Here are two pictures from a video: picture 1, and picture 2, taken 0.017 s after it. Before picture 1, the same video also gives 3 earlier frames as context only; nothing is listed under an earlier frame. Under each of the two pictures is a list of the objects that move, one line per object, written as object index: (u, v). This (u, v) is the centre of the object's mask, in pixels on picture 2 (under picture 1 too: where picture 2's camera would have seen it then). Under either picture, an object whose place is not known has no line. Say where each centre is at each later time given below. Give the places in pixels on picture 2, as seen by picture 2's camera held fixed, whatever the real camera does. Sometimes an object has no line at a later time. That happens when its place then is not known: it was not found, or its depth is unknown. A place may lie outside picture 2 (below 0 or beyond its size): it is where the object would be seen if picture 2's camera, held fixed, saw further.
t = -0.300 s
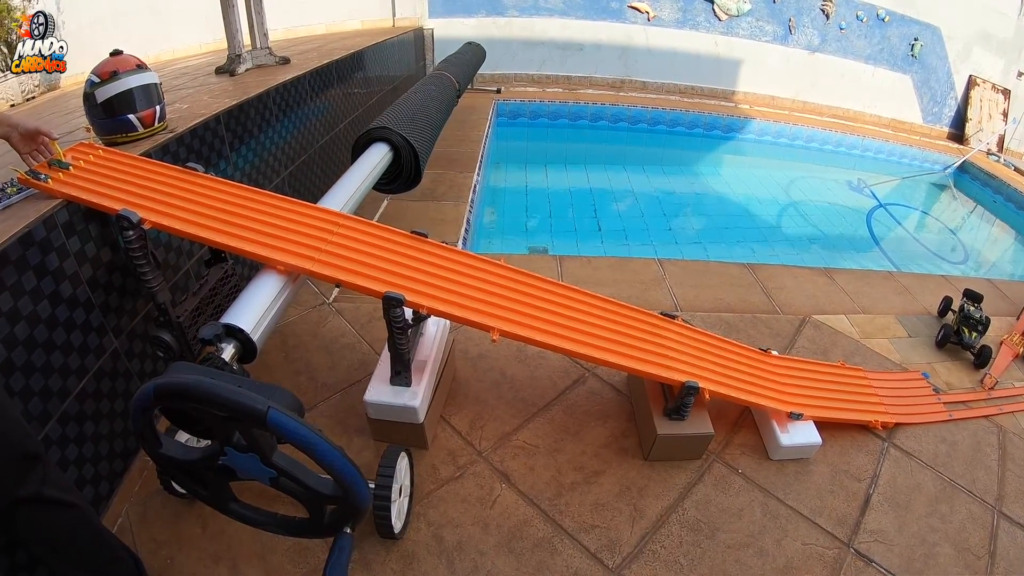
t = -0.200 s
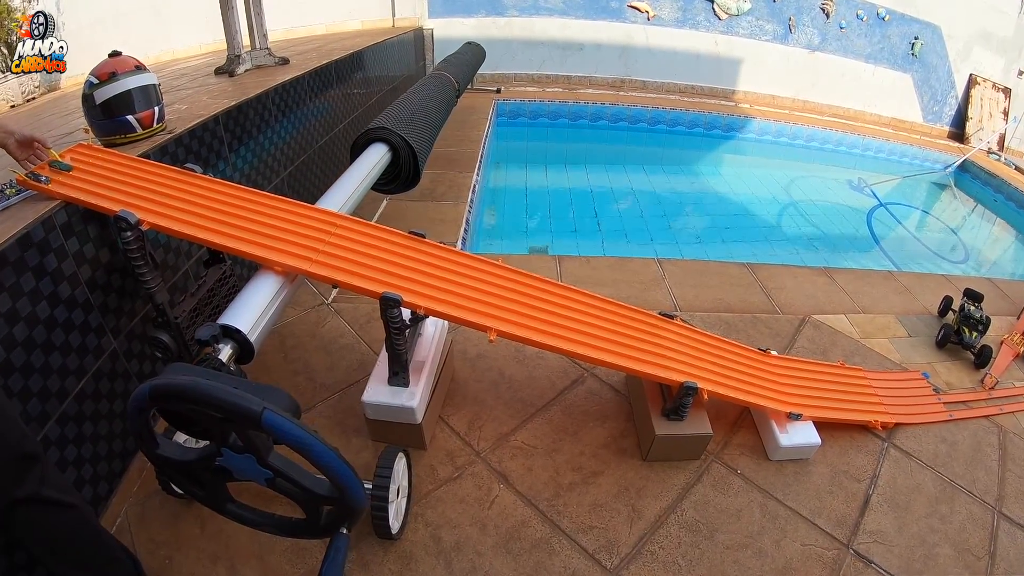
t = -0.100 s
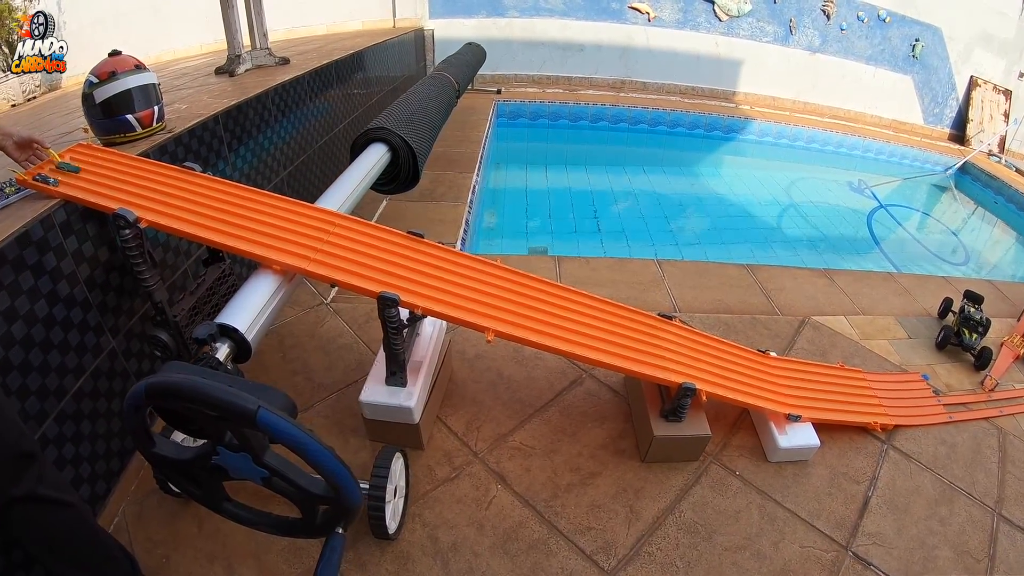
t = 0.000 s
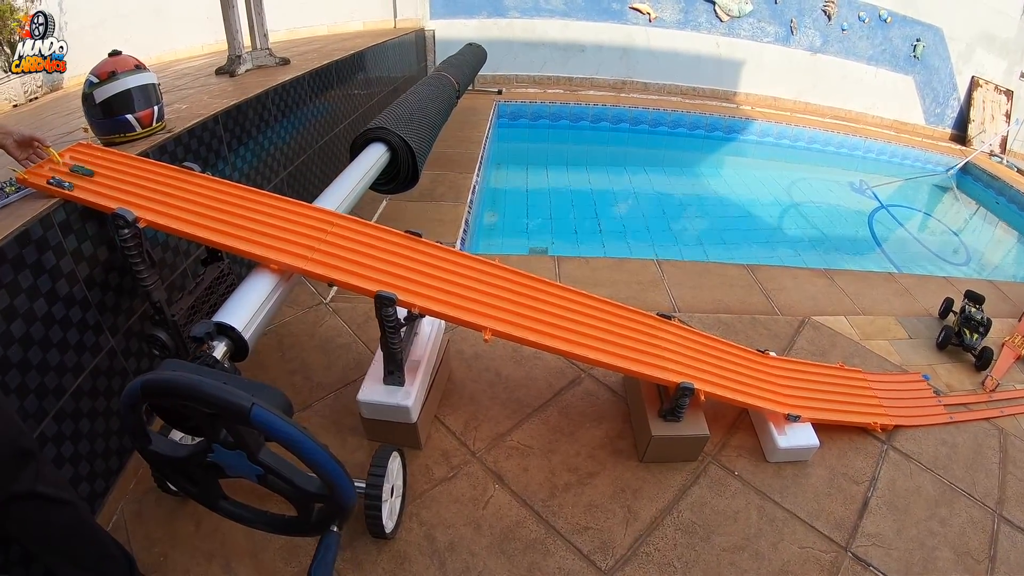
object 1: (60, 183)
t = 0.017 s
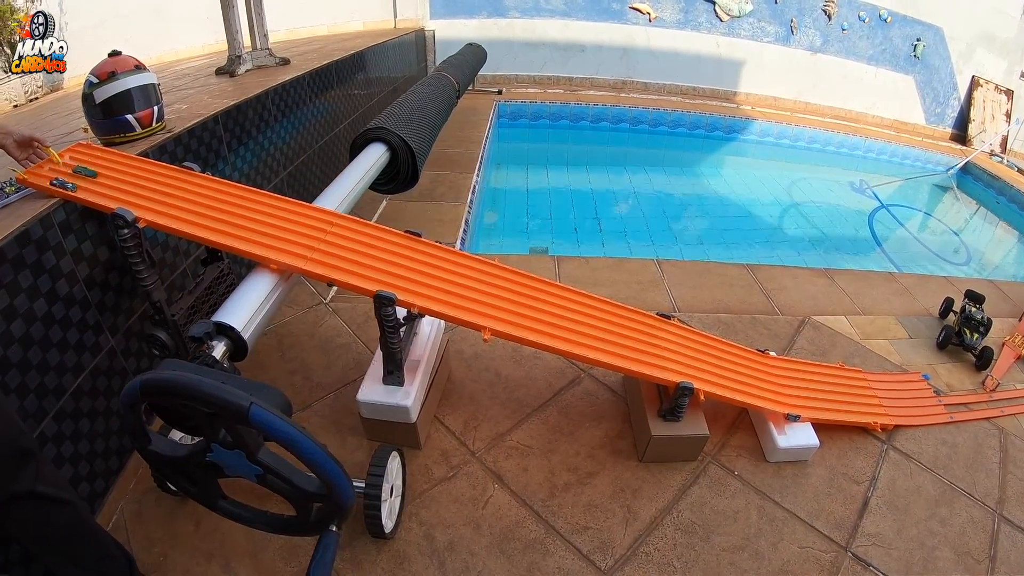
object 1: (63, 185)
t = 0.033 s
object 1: (68, 186)
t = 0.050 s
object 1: (72, 188)
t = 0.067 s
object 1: (77, 190)
